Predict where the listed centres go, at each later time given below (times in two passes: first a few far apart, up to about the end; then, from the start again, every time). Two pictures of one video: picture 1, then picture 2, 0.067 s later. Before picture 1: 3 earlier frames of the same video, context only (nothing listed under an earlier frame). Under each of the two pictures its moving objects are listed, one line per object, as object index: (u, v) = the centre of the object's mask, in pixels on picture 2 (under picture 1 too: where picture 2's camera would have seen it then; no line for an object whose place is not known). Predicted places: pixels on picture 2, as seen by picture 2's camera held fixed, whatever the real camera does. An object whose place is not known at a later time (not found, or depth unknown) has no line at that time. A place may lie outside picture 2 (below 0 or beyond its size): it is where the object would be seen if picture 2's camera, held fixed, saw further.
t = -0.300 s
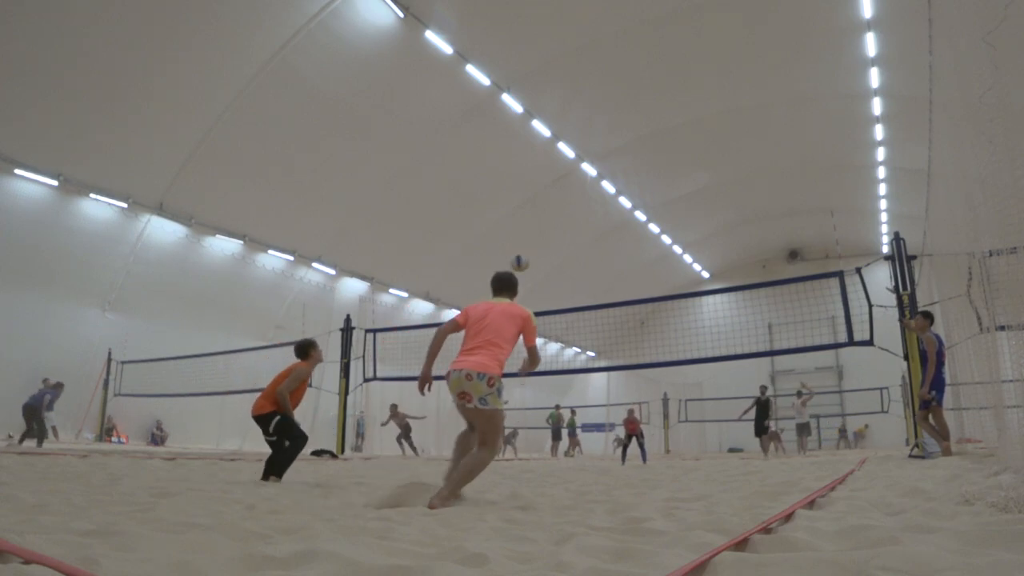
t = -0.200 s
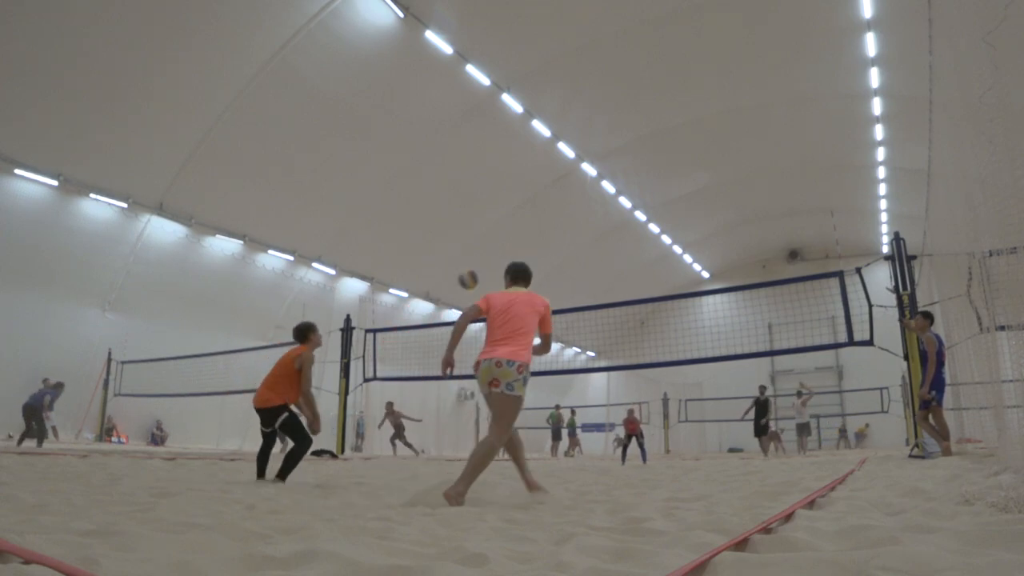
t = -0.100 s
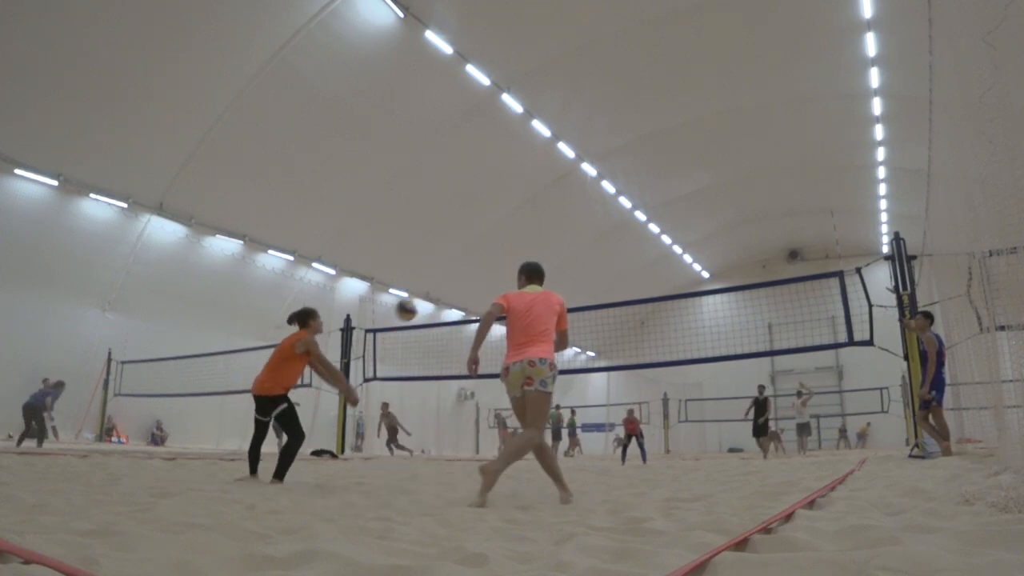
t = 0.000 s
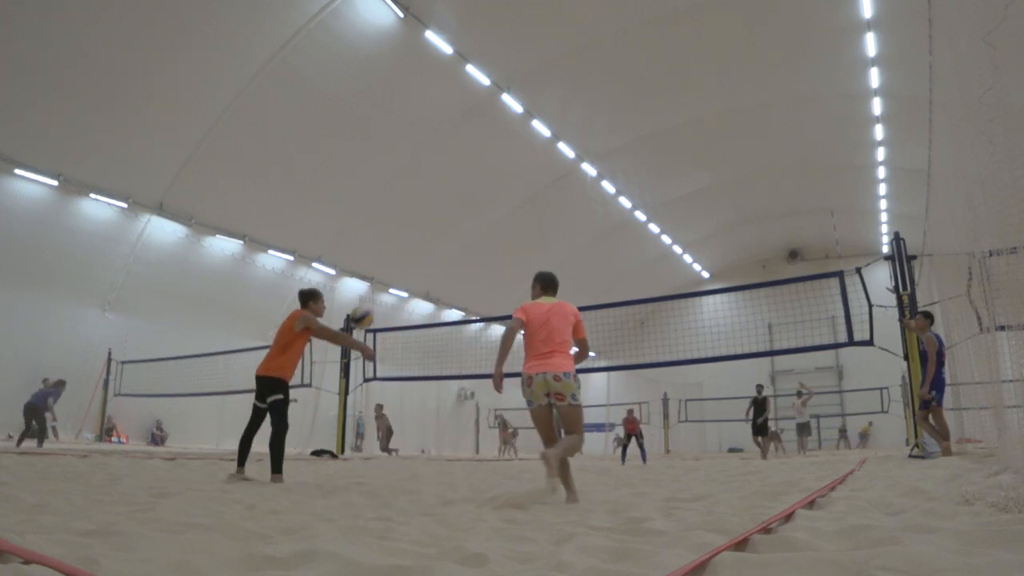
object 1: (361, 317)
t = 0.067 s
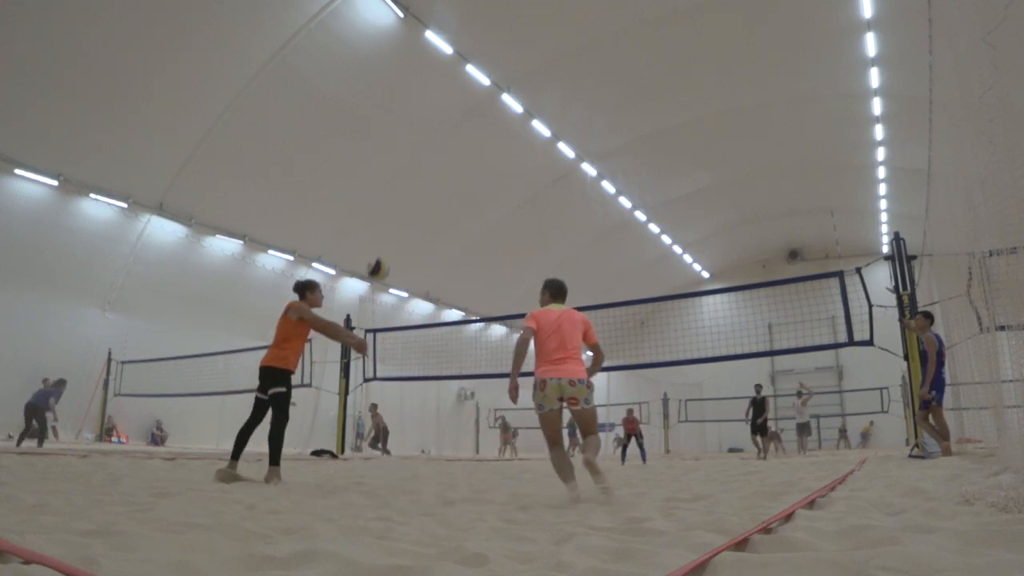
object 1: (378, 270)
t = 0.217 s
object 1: (410, 191)
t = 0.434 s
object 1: (445, 131)
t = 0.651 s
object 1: (472, 114)
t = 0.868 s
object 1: (494, 132)
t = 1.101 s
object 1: (515, 182)
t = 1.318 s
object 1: (534, 258)
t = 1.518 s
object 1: (552, 352)
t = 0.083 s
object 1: (382, 259)
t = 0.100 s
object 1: (385, 249)
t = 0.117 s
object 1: (389, 239)
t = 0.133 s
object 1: (393, 230)
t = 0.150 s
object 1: (396, 221)
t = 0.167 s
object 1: (399, 213)
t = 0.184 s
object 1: (403, 205)
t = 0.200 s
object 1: (406, 198)
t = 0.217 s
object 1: (410, 191)
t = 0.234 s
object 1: (413, 184)
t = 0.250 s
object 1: (417, 177)
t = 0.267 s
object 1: (419, 172)
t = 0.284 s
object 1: (422, 167)
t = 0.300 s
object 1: (425, 162)
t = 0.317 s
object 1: (427, 157)
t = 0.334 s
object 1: (430, 152)
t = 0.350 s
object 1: (432, 148)
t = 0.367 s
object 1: (435, 144)
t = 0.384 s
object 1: (438, 141)
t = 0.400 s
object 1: (440, 137)
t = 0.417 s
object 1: (443, 134)
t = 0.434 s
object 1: (445, 131)
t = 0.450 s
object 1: (447, 129)
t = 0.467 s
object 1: (449, 126)
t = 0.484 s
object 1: (451, 124)
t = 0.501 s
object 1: (453, 122)
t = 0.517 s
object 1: (455, 120)
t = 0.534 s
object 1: (458, 119)
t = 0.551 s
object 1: (460, 118)
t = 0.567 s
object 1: (461, 117)
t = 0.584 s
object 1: (463, 116)
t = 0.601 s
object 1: (466, 115)
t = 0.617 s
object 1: (468, 115)
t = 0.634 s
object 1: (470, 114)
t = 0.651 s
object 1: (472, 114)
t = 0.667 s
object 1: (474, 115)
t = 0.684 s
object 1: (475, 115)
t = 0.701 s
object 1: (477, 116)
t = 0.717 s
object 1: (478, 118)
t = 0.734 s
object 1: (481, 118)
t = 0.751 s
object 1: (482, 120)
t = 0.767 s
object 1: (484, 121)
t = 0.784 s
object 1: (486, 123)
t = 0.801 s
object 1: (488, 124)
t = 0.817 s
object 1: (489, 126)
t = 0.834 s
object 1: (491, 128)
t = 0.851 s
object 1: (492, 130)
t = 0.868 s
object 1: (494, 132)
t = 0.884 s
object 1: (496, 134)
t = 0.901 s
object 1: (497, 137)
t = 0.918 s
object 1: (498, 140)
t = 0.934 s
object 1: (500, 143)
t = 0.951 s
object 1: (502, 146)
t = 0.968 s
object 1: (503, 149)
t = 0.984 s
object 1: (505, 153)
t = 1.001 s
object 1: (506, 157)
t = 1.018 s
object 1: (508, 160)
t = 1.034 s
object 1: (509, 164)
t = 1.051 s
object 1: (511, 169)
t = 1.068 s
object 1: (512, 173)
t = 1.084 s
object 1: (514, 178)
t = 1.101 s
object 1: (515, 182)
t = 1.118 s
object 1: (517, 187)
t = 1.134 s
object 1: (518, 192)
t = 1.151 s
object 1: (520, 198)
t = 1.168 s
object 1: (521, 204)
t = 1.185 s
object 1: (523, 208)
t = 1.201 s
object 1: (524, 214)
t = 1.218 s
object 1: (525, 220)
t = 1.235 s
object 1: (527, 226)
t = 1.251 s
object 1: (528, 232)
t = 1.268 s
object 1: (529, 238)
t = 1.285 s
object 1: (531, 244)
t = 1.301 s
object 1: (532, 251)
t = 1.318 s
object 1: (534, 258)
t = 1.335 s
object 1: (535, 265)
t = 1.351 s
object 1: (537, 272)
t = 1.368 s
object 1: (538, 279)
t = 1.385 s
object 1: (539, 287)
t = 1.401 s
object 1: (541, 295)
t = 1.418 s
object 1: (543, 302)
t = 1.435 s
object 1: (545, 310)
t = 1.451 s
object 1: (545, 318)
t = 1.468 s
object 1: (547, 327)
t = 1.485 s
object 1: (548, 335)
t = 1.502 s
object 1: (550, 343)
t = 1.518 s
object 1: (552, 352)
